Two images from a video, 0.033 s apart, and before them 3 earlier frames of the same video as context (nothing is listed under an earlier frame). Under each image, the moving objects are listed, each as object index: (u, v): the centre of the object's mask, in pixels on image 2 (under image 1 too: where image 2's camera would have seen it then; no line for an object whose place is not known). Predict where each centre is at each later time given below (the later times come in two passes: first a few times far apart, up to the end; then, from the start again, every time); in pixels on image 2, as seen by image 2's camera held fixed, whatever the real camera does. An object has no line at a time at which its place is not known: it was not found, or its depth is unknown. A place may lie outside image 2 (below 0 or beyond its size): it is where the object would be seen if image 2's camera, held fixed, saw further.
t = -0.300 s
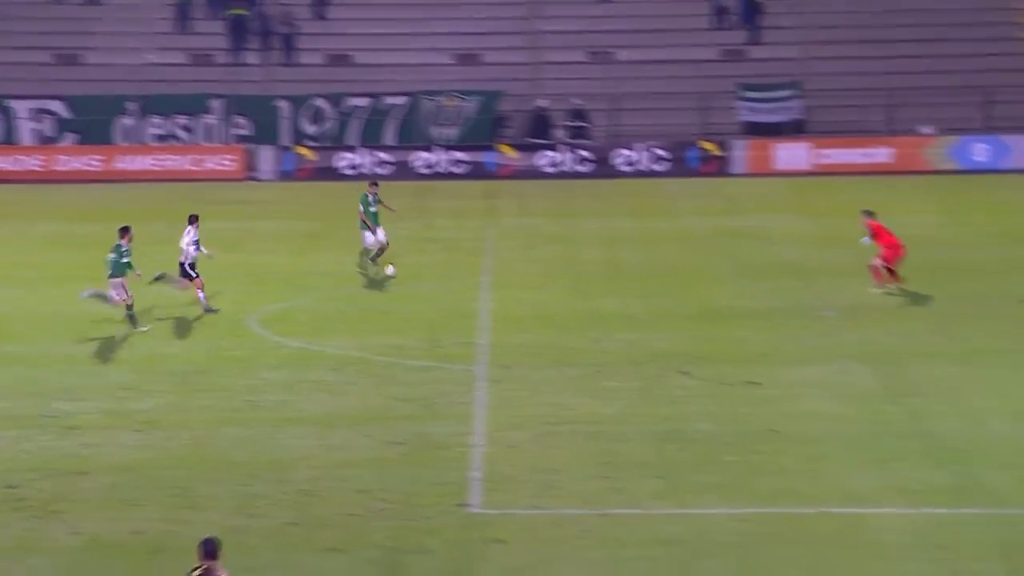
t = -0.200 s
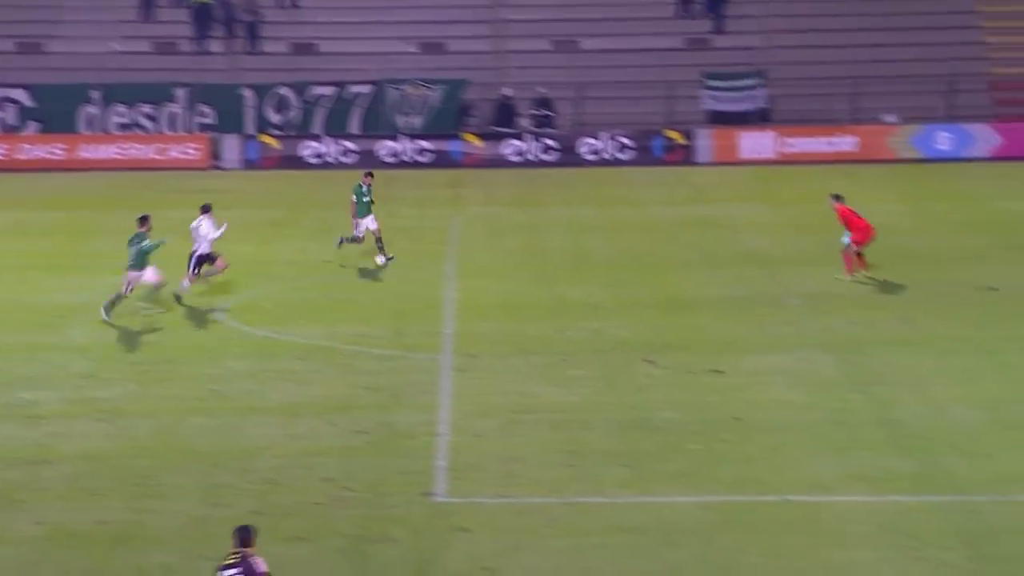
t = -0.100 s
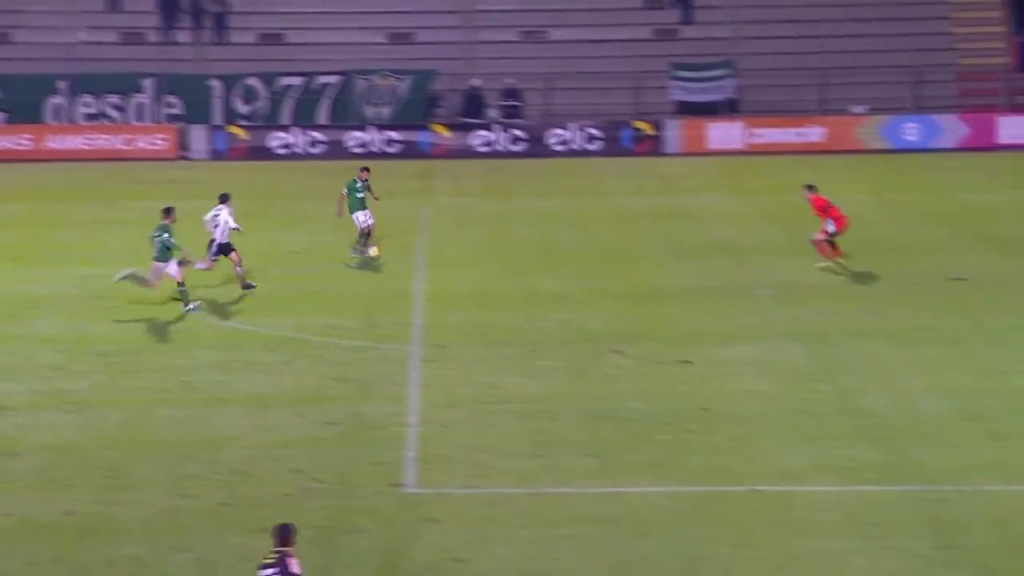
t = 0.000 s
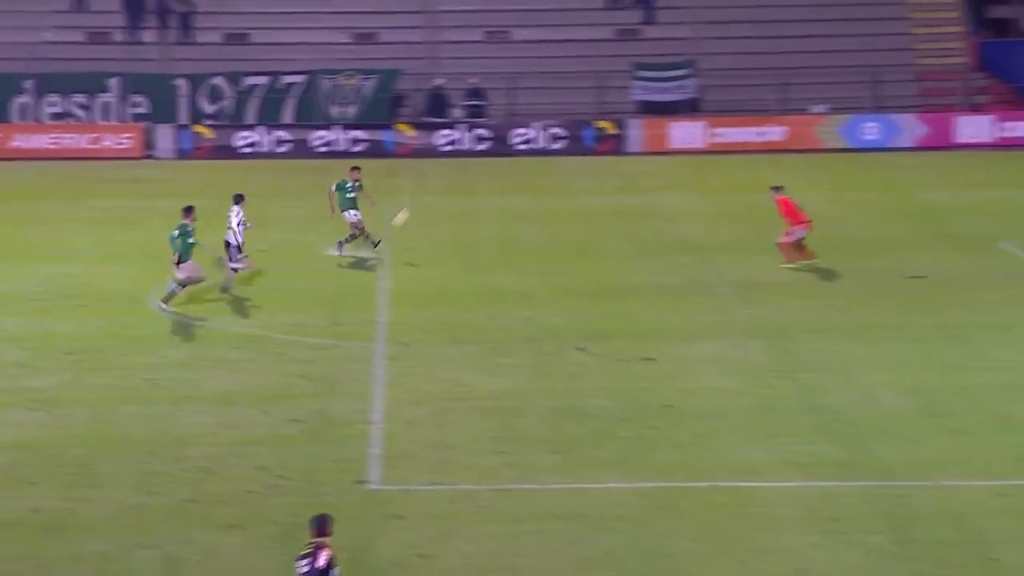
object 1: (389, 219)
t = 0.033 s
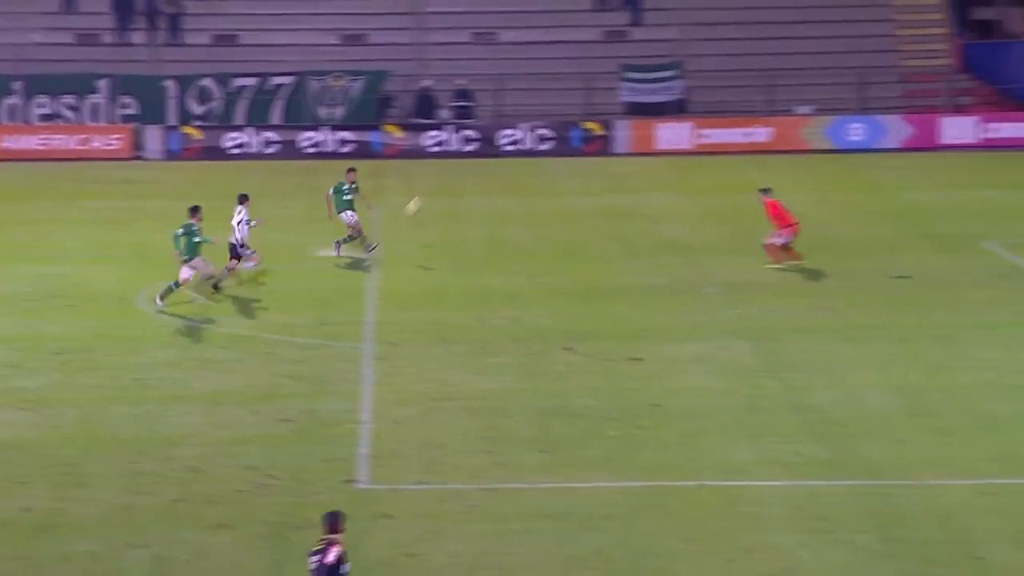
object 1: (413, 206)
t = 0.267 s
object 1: (566, 145)
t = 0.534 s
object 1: (698, 113)
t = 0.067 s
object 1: (437, 194)
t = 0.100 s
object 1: (461, 184)
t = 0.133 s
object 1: (484, 174)
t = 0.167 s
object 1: (506, 164)
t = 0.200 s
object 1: (531, 156)
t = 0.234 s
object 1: (542, 152)
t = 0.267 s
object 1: (566, 145)
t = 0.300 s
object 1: (589, 137)
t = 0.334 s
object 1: (602, 134)
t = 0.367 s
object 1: (620, 130)
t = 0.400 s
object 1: (638, 124)
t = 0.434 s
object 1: (655, 121)
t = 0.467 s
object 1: (667, 118)
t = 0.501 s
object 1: (686, 114)
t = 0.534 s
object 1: (698, 113)
